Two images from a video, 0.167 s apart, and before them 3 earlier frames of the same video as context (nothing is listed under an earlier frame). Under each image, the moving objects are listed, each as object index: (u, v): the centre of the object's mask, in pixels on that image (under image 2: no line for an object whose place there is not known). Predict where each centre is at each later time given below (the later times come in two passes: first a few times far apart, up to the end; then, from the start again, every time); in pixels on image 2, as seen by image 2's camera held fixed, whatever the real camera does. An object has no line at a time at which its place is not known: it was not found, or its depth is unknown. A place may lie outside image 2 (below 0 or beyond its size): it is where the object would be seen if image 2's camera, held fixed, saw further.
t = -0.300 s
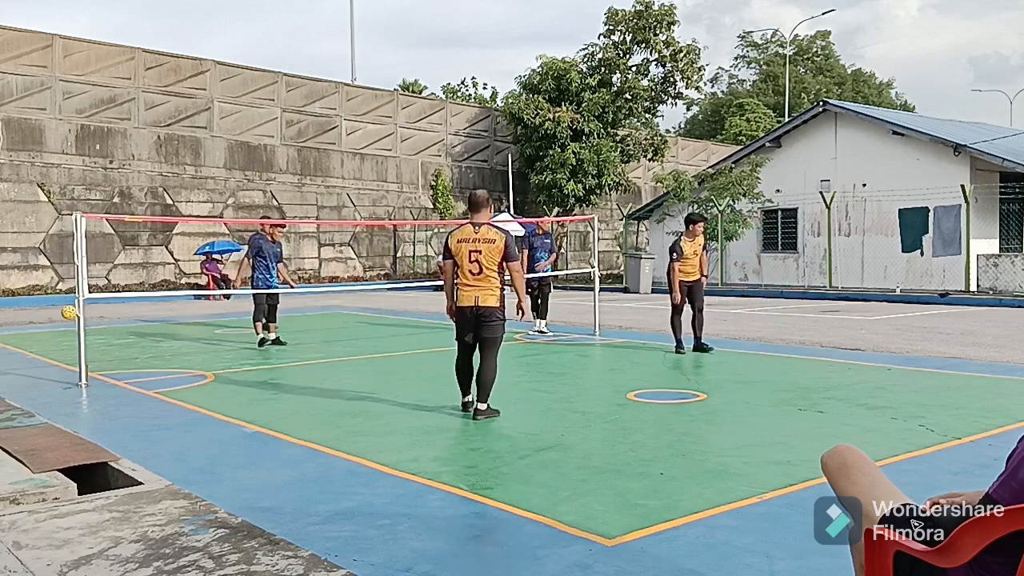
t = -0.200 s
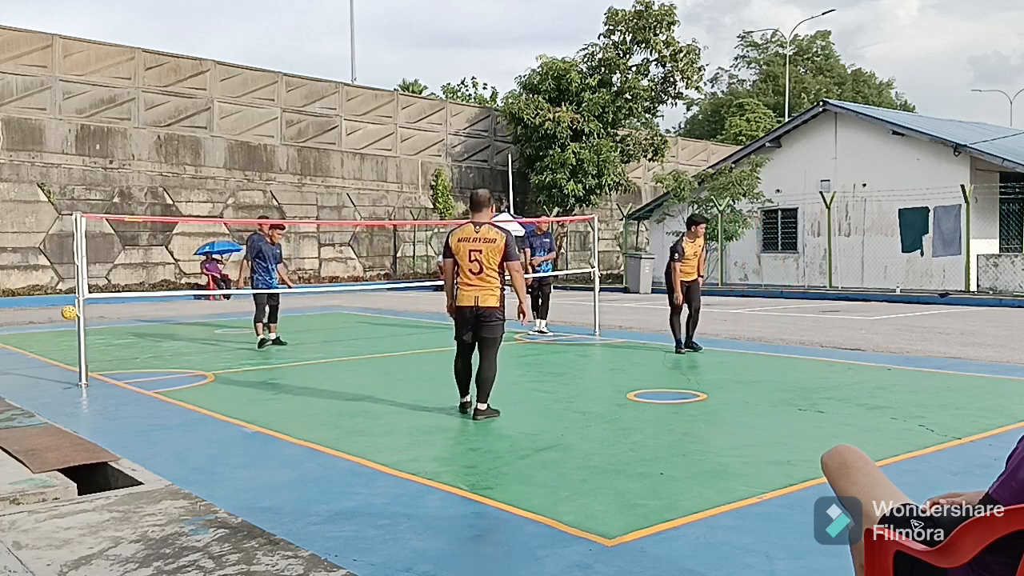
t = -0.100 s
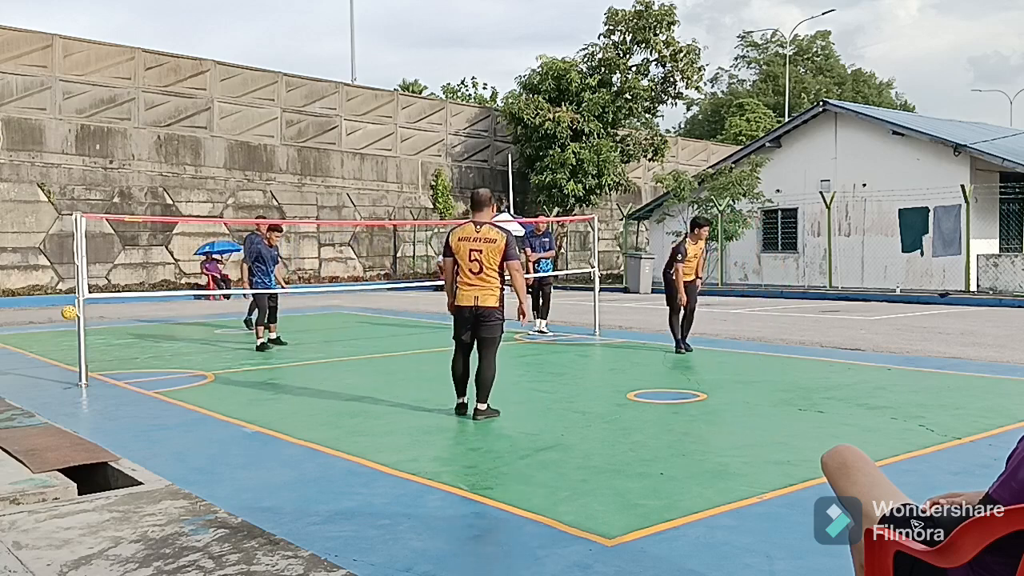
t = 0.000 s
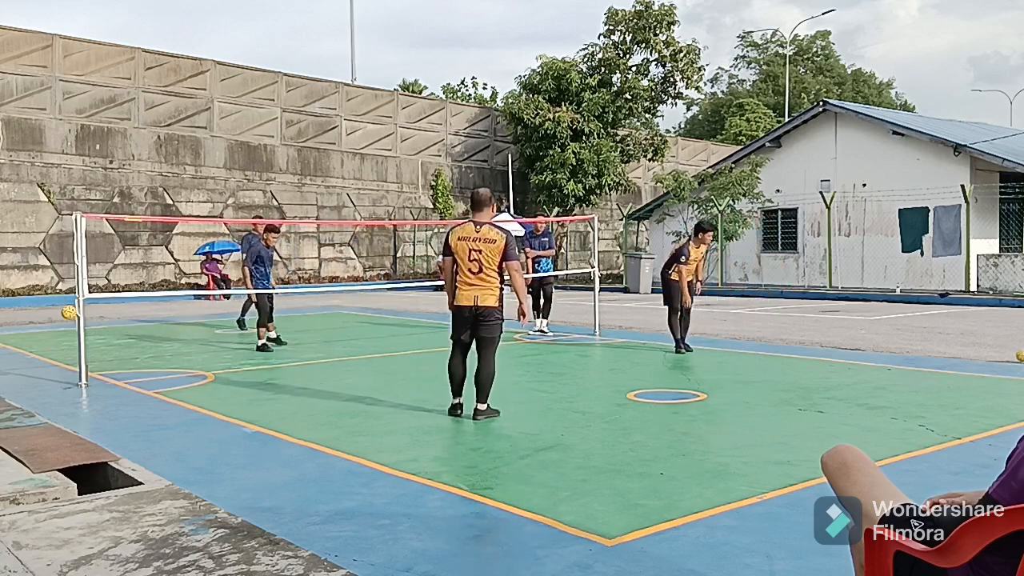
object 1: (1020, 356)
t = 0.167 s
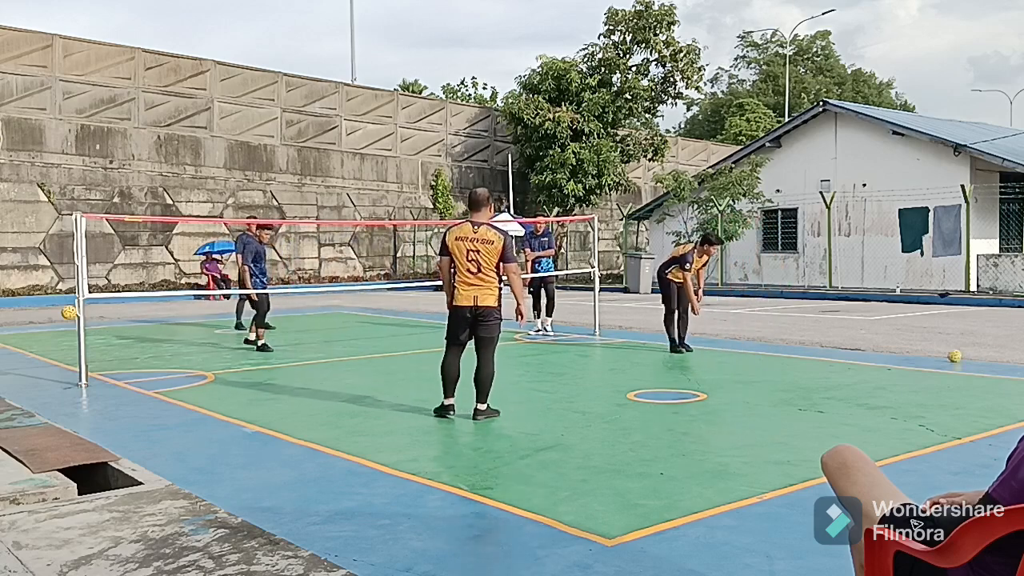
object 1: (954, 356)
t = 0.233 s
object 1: (928, 352)
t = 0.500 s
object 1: (829, 350)
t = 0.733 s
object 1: (749, 350)
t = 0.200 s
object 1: (941, 354)
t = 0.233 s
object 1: (928, 352)
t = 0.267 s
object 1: (915, 352)
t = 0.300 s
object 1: (902, 353)
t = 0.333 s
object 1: (889, 355)
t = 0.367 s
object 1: (877, 352)
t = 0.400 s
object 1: (864, 350)
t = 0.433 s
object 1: (852, 349)
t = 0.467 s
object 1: (840, 349)
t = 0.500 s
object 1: (829, 350)
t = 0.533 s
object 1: (817, 352)
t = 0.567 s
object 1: (806, 350)
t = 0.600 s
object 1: (794, 349)
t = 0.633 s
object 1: (783, 349)
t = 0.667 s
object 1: (771, 351)
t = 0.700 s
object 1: (760, 350)
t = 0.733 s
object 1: (749, 350)
